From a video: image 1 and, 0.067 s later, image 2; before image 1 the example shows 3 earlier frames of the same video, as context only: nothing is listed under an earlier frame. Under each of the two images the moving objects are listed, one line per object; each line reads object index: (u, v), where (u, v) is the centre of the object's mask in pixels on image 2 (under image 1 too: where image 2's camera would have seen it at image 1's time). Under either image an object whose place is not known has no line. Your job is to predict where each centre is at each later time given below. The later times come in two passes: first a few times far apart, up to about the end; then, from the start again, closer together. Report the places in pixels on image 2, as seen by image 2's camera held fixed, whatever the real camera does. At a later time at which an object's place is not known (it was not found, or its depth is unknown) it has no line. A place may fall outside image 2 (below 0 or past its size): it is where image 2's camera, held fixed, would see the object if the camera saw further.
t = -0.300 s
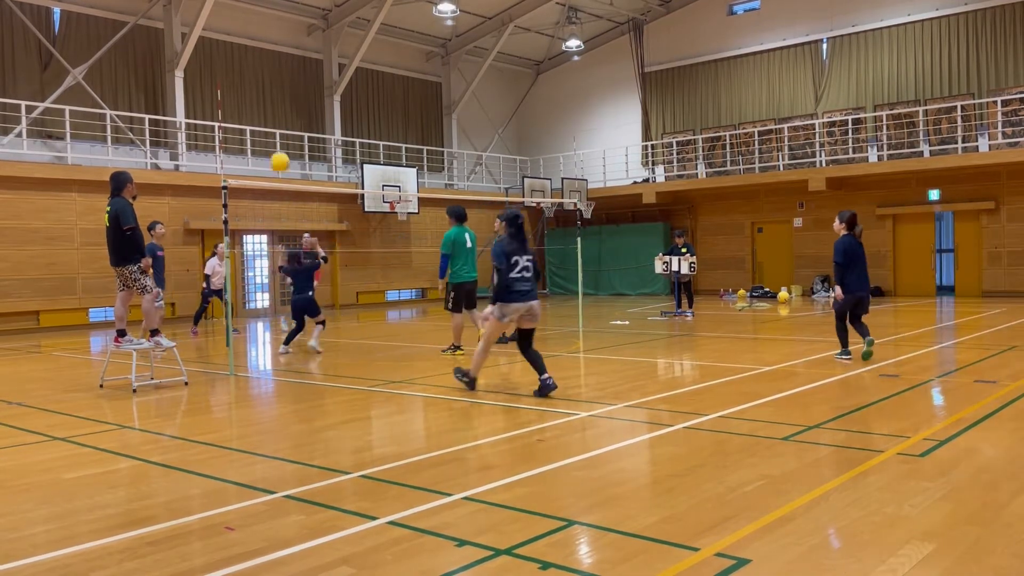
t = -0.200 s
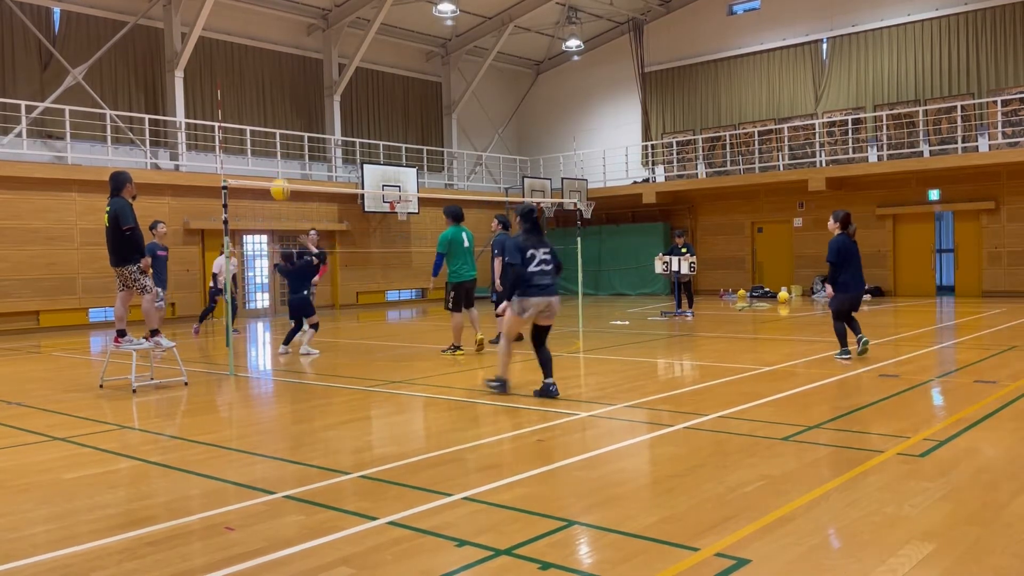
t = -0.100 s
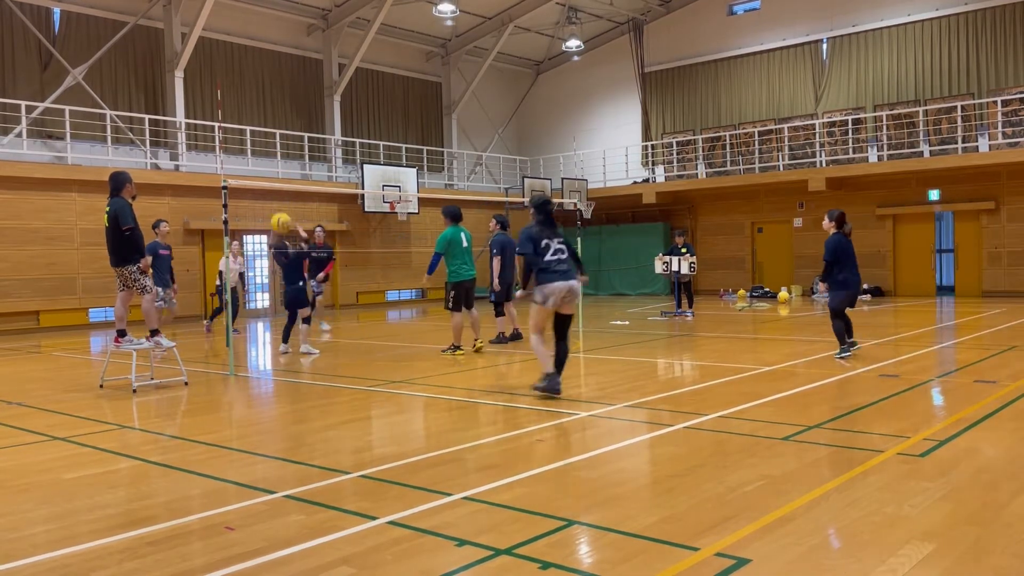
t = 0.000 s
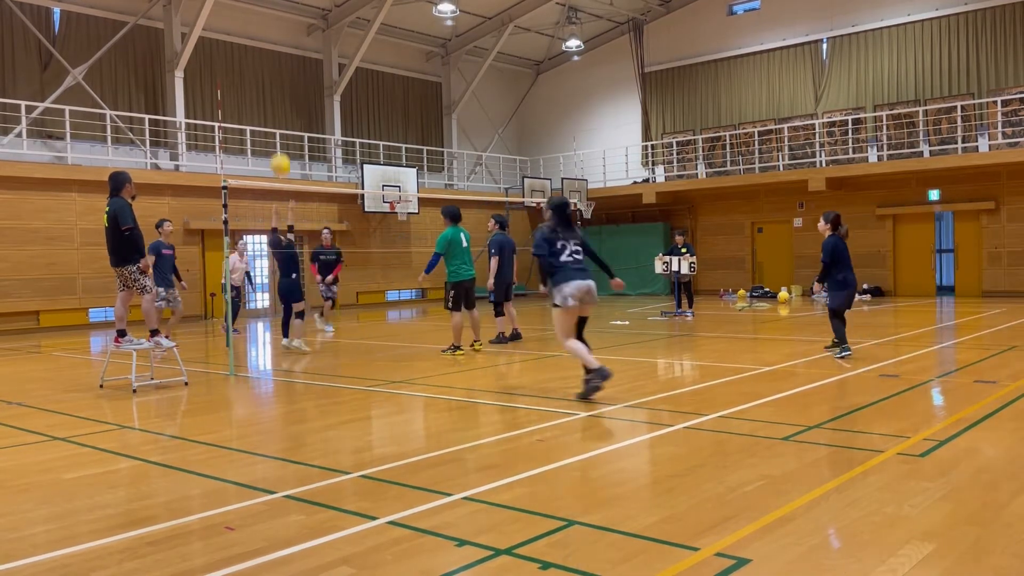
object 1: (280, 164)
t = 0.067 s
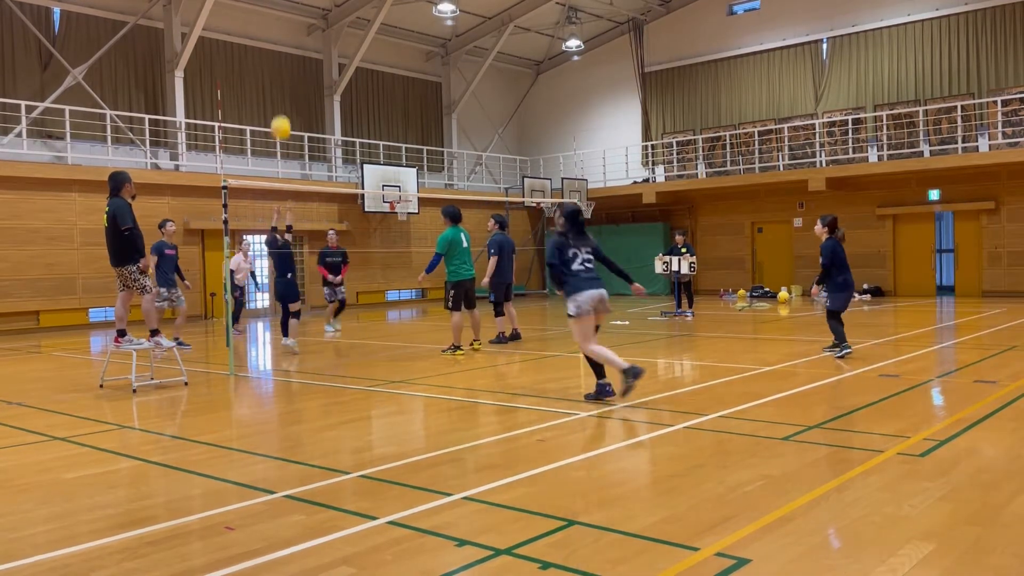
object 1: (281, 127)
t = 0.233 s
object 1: (283, 52)
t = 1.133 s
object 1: (299, 27)
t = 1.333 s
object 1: (305, 103)
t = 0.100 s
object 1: (281, 112)
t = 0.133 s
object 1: (281, 95)
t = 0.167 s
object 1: (282, 80)
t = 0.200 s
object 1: (283, 66)
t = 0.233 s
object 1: (283, 52)
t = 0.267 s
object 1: (283, 39)
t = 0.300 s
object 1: (284, 28)
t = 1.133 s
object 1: (299, 27)
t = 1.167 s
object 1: (300, 37)
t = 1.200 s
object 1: (301, 49)
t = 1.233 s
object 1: (302, 61)
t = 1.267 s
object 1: (304, 74)
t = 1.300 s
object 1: (305, 89)
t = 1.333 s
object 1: (305, 103)
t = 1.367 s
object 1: (307, 118)
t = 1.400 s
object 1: (308, 133)
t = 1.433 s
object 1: (309, 149)
